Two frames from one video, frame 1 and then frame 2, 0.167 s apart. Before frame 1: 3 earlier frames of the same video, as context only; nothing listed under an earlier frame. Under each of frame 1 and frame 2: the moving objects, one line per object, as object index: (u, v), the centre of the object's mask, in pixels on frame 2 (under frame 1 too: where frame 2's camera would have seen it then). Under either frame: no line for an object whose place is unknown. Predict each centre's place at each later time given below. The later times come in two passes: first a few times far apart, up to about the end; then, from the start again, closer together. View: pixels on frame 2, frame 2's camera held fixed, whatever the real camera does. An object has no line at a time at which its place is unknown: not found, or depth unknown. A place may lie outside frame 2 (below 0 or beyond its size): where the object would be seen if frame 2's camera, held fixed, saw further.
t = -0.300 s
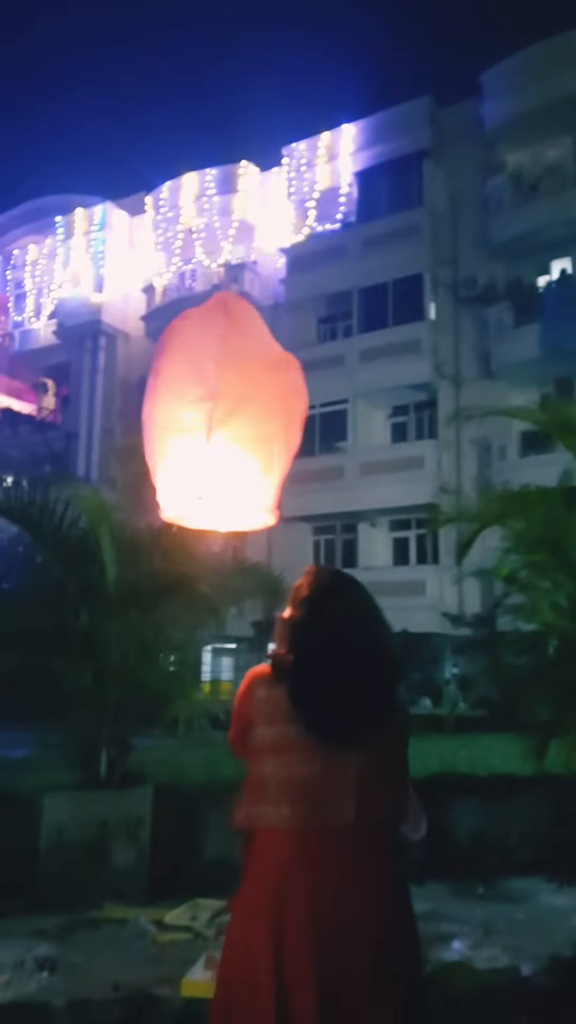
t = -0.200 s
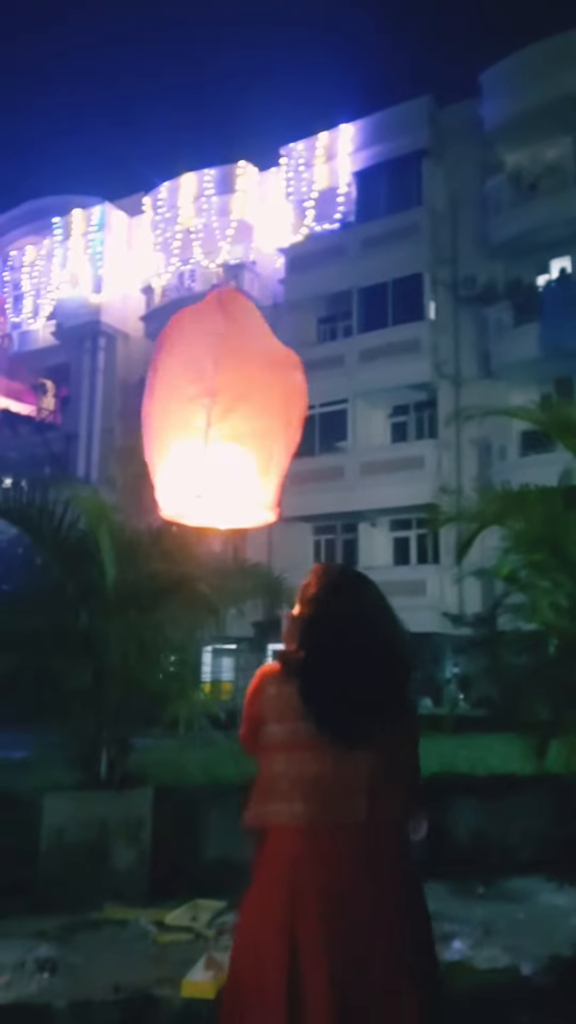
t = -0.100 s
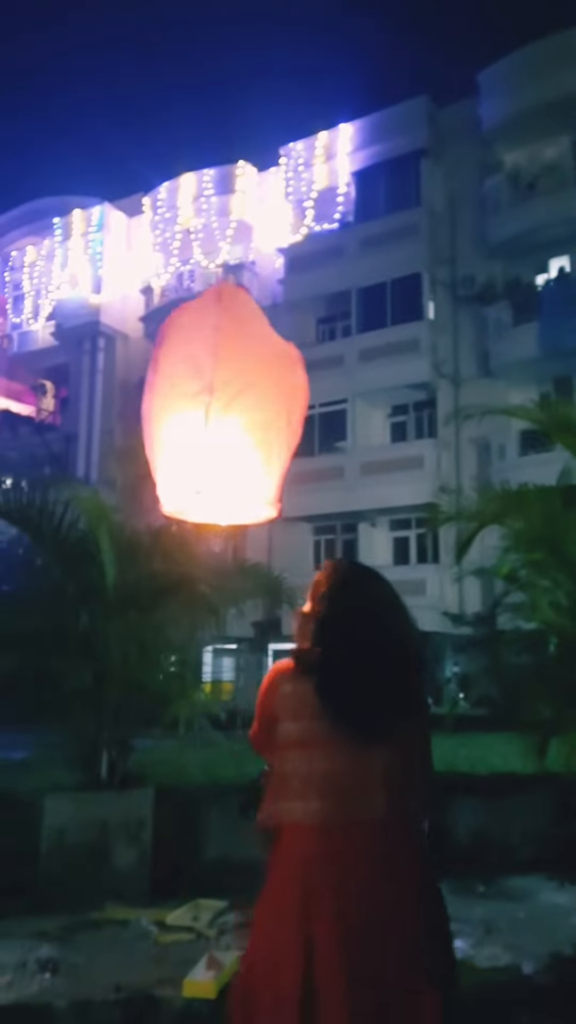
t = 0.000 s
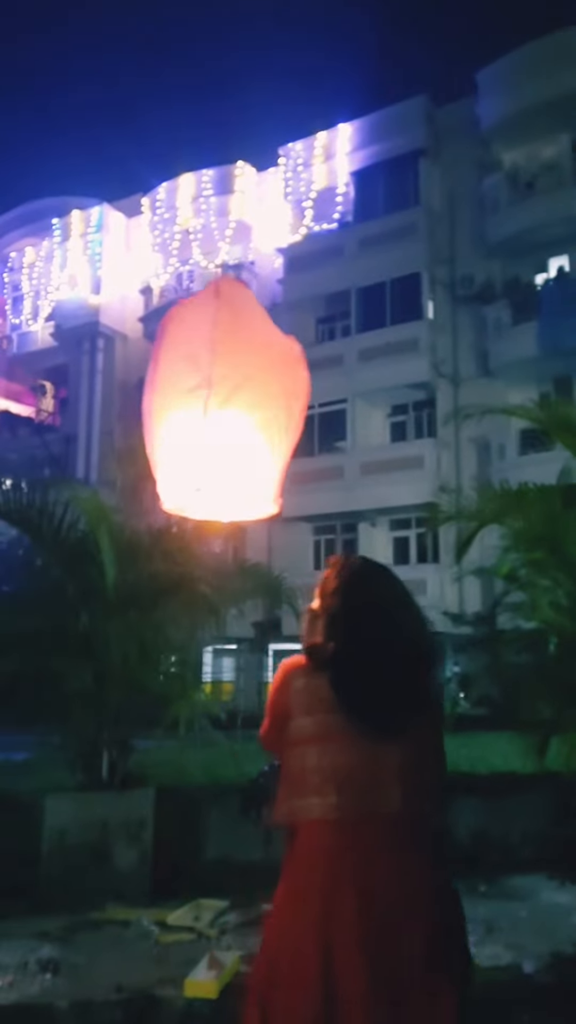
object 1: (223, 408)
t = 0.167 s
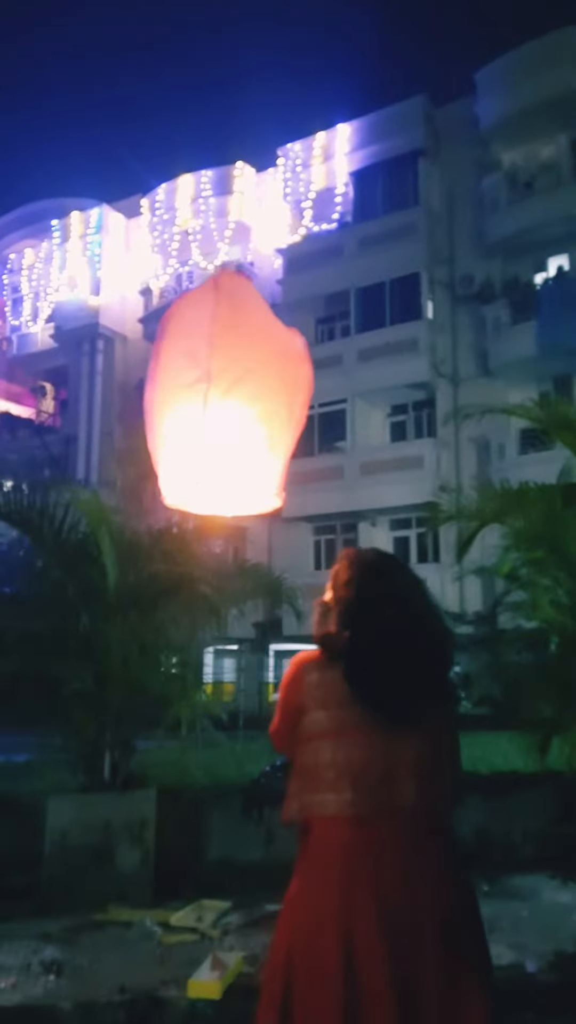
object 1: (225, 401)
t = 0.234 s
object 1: (226, 399)
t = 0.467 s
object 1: (227, 390)
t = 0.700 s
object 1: (226, 379)
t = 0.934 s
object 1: (226, 368)
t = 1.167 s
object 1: (228, 358)
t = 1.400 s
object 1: (230, 345)
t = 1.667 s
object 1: (230, 332)
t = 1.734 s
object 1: (230, 329)
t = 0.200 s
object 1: (226, 399)
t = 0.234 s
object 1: (226, 399)
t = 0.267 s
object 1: (227, 397)
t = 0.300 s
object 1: (227, 396)
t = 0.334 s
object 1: (228, 394)
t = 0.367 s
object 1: (228, 392)
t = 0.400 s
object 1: (227, 391)
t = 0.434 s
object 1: (227, 390)
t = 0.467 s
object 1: (227, 390)
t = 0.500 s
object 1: (226, 388)
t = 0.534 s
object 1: (227, 384)
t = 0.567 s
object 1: (229, 385)
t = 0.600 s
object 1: (226, 381)
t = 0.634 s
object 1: (224, 382)
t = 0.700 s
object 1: (226, 379)
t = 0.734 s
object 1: (226, 377)
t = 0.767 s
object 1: (227, 375)
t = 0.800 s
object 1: (226, 374)
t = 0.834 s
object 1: (227, 372)
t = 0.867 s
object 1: (227, 372)
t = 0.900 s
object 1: (226, 371)
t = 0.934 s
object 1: (226, 368)
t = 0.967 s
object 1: (228, 367)
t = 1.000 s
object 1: (228, 367)
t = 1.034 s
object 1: (227, 367)
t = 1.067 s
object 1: (228, 365)
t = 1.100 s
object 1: (230, 365)
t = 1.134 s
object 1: (229, 362)
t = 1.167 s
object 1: (228, 358)
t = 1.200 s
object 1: (229, 357)
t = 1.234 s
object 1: (229, 354)
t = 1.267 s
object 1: (228, 358)
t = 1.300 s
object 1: (230, 353)
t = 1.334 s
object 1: (230, 349)
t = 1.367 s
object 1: (231, 347)
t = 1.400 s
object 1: (230, 345)
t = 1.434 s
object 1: (230, 343)
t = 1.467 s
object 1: (230, 342)
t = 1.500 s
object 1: (230, 341)
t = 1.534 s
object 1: (230, 338)
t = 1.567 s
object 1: (230, 337)
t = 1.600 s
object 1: (230, 336)
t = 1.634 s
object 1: (230, 334)
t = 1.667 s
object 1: (230, 332)
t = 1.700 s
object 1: (231, 331)
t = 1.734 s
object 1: (230, 329)
